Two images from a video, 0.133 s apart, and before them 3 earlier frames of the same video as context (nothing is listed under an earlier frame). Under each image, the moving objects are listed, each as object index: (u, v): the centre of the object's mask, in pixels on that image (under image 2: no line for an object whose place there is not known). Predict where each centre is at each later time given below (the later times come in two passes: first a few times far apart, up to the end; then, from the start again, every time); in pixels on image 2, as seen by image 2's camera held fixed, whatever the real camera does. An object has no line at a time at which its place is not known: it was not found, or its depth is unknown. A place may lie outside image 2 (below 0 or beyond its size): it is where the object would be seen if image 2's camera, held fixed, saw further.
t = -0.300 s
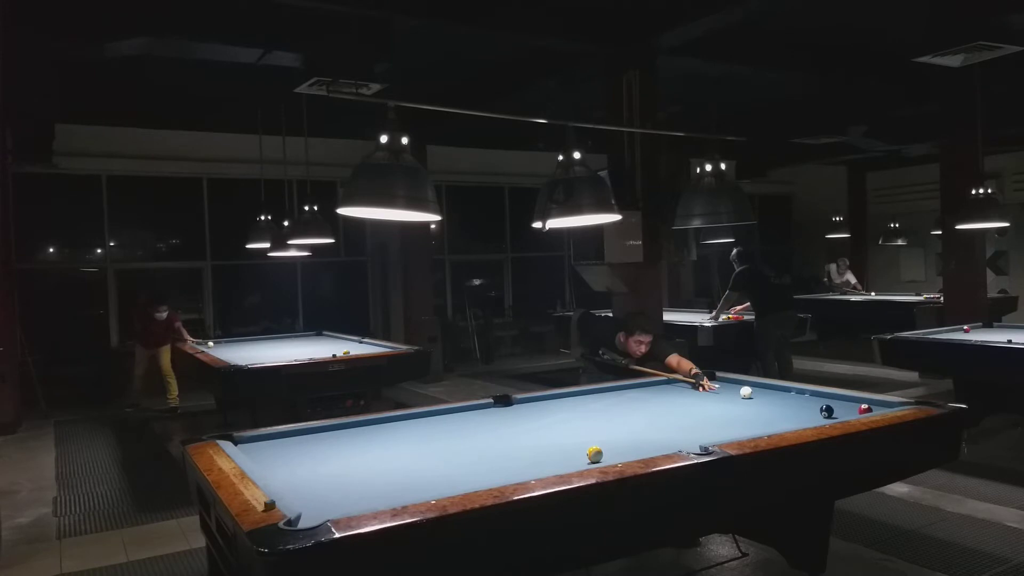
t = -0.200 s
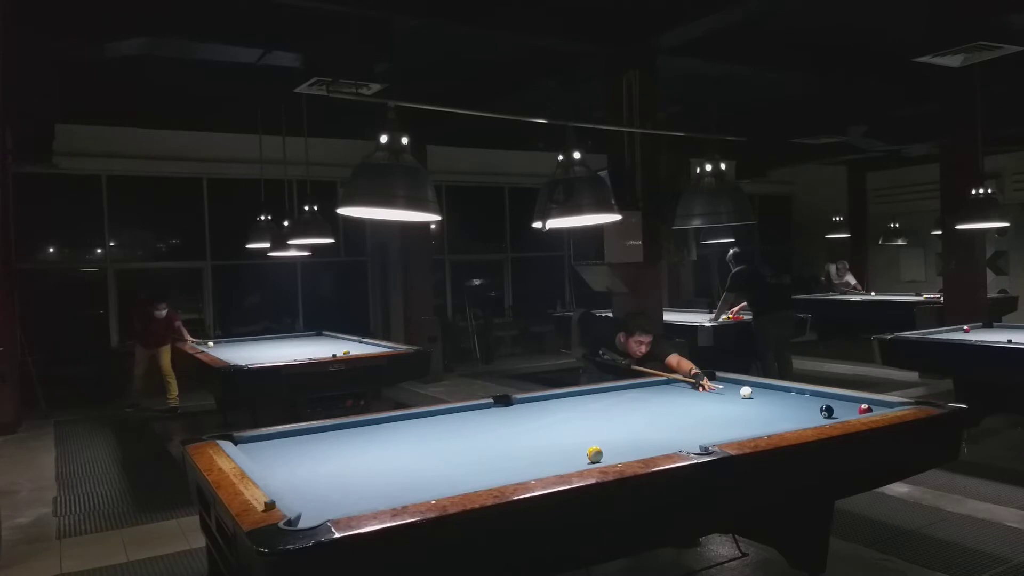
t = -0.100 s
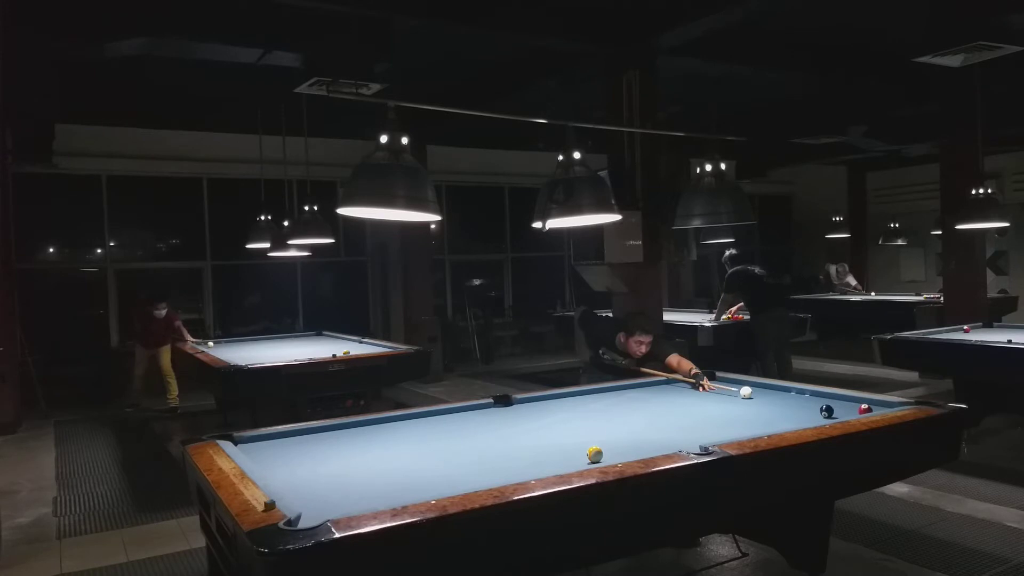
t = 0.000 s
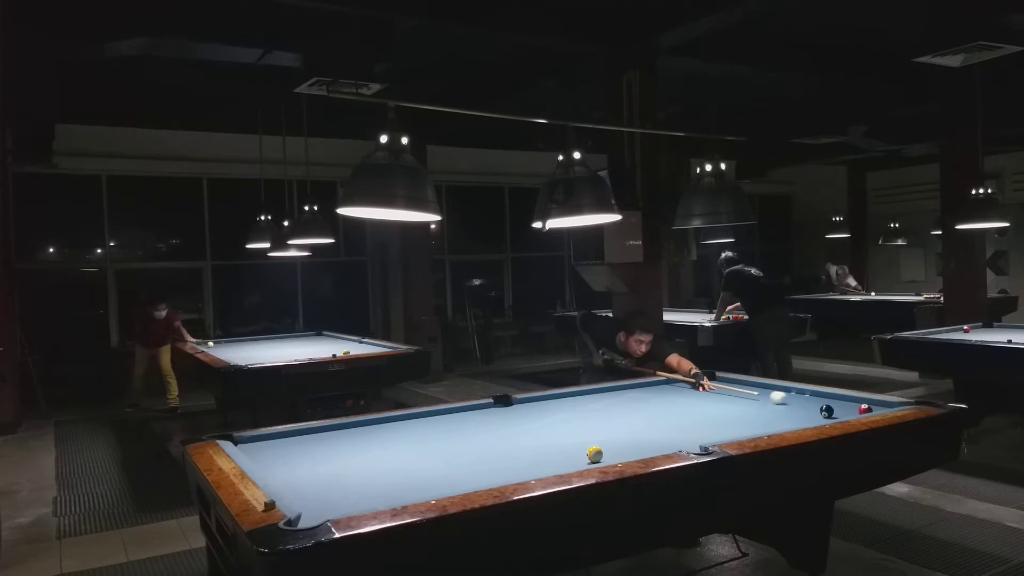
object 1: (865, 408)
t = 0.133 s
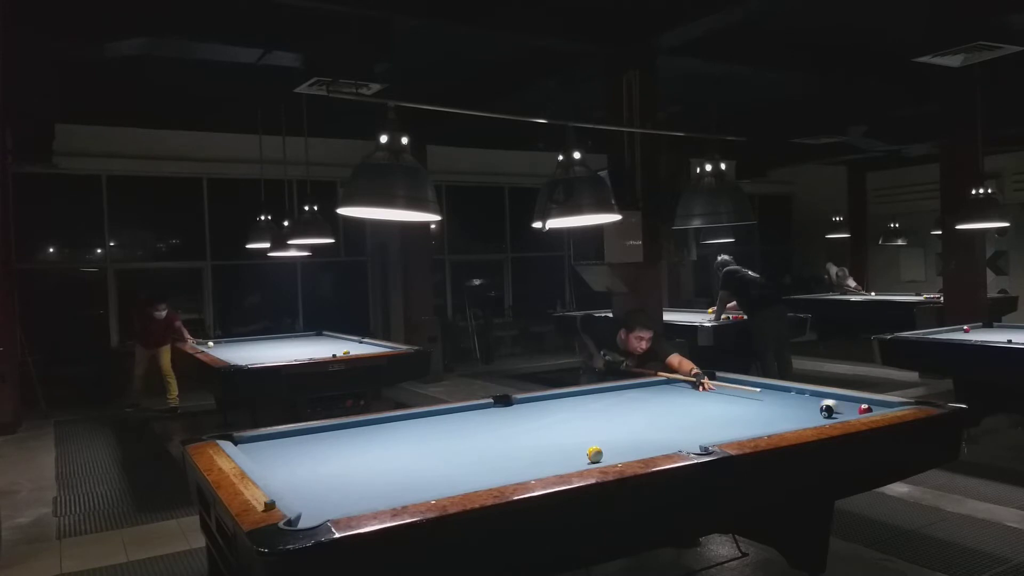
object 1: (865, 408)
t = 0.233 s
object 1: (874, 407)
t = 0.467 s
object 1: (843, 402)
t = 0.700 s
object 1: (818, 398)
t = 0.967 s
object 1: (792, 392)
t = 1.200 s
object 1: (772, 387)
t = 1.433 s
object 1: (752, 384)
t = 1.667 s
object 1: (731, 381)
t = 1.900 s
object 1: (712, 379)
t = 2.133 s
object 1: (696, 377)
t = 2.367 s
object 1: (701, 378)
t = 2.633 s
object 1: (708, 380)
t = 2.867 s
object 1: (713, 381)
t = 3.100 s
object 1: (718, 382)
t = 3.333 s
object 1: (723, 384)
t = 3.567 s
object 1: (727, 384)
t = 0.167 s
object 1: (865, 408)
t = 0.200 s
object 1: (870, 407)
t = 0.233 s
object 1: (874, 407)
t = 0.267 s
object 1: (869, 408)
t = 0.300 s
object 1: (865, 407)
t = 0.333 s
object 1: (861, 405)
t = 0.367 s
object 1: (856, 404)
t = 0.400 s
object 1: (851, 404)
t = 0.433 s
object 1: (848, 403)
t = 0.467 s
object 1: (843, 402)
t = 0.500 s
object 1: (840, 402)
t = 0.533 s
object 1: (836, 401)
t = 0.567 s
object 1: (832, 400)
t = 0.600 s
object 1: (828, 400)
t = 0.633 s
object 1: (825, 399)
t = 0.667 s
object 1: (821, 398)
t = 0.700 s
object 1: (818, 398)
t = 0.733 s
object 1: (814, 397)
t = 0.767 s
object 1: (811, 396)
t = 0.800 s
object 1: (807, 395)
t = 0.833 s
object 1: (804, 395)
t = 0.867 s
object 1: (801, 394)
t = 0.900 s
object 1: (798, 393)
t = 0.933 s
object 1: (795, 392)
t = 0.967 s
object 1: (792, 392)
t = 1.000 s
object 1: (789, 391)
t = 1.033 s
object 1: (786, 390)
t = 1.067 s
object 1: (783, 390)
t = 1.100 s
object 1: (780, 389)
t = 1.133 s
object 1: (777, 388)
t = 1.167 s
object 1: (775, 388)
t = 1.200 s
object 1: (772, 387)
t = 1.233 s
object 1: (769, 387)
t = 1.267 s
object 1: (767, 386)
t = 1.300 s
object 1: (765, 385)
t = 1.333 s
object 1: (762, 385)
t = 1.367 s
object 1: (758, 384)
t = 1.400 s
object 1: (755, 384)
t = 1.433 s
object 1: (752, 384)
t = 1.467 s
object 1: (749, 383)
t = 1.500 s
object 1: (746, 383)
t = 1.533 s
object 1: (742, 383)
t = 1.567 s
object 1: (740, 382)
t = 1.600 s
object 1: (737, 382)
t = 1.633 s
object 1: (734, 381)
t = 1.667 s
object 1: (731, 381)
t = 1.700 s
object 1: (728, 381)
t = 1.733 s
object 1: (726, 381)
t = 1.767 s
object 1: (723, 380)
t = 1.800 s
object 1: (720, 380)
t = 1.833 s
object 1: (717, 380)
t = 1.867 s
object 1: (715, 380)
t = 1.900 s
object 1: (712, 379)
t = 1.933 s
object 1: (709, 379)
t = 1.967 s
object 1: (707, 378)
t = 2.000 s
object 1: (705, 378)
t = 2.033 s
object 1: (702, 378)
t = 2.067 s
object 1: (699, 378)
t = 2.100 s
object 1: (697, 377)
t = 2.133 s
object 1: (696, 377)
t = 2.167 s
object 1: (696, 378)
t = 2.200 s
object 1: (697, 378)
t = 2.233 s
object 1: (698, 378)
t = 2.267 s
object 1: (698, 378)
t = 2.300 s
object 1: (699, 378)
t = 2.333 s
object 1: (700, 378)
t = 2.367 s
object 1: (701, 378)
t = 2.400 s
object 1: (702, 379)
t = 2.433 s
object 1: (703, 379)
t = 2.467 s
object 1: (703, 379)
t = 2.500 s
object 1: (704, 379)
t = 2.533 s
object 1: (705, 380)
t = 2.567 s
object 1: (706, 380)
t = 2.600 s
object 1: (707, 380)
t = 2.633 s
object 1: (708, 380)
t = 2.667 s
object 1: (709, 380)
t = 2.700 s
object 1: (709, 381)
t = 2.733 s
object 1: (710, 381)
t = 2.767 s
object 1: (711, 381)
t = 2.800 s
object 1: (711, 381)
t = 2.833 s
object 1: (712, 381)
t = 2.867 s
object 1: (713, 381)
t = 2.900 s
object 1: (713, 382)
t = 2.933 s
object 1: (714, 382)
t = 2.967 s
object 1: (715, 382)
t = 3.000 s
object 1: (716, 382)
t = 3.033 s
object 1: (716, 382)
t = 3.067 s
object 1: (717, 382)
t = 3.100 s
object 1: (718, 382)
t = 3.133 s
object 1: (719, 383)
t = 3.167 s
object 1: (719, 383)
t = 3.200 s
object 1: (720, 383)
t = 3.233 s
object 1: (721, 383)
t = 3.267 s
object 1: (721, 383)
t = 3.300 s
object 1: (722, 384)
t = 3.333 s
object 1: (723, 384)
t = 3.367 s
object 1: (723, 384)
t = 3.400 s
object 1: (724, 384)
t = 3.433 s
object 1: (724, 384)
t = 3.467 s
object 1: (725, 384)
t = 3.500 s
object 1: (726, 384)
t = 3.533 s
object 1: (726, 384)
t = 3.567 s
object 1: (727, 384)
